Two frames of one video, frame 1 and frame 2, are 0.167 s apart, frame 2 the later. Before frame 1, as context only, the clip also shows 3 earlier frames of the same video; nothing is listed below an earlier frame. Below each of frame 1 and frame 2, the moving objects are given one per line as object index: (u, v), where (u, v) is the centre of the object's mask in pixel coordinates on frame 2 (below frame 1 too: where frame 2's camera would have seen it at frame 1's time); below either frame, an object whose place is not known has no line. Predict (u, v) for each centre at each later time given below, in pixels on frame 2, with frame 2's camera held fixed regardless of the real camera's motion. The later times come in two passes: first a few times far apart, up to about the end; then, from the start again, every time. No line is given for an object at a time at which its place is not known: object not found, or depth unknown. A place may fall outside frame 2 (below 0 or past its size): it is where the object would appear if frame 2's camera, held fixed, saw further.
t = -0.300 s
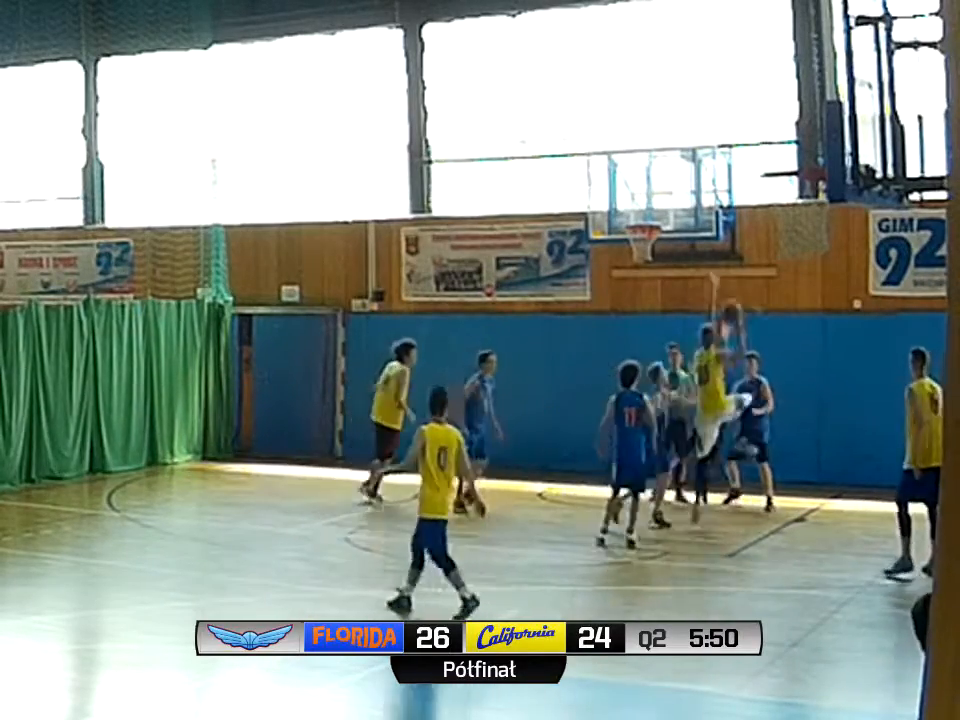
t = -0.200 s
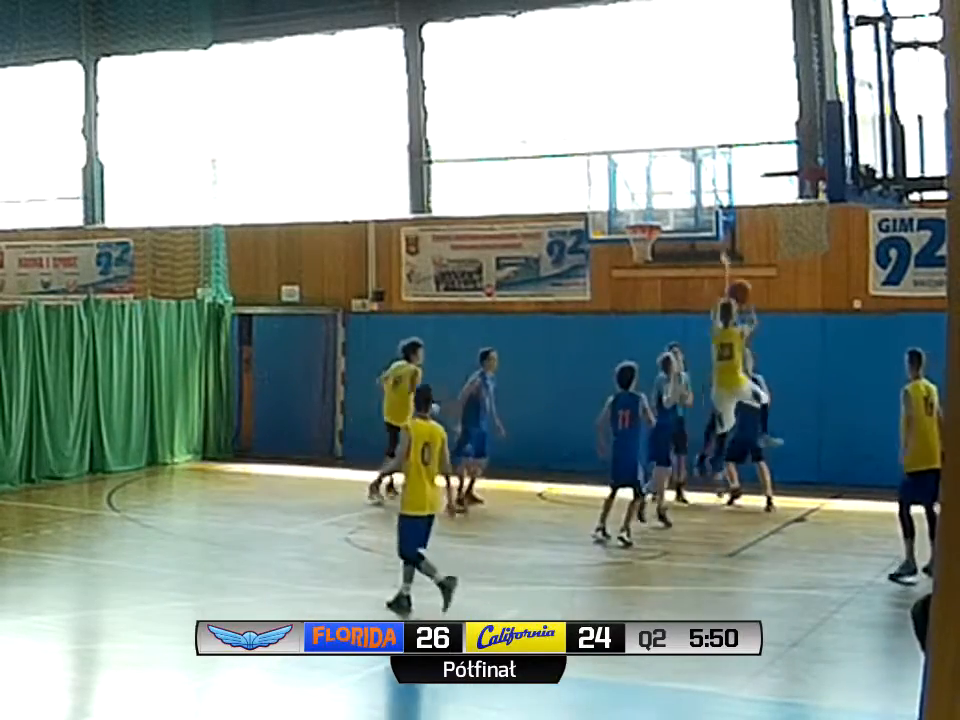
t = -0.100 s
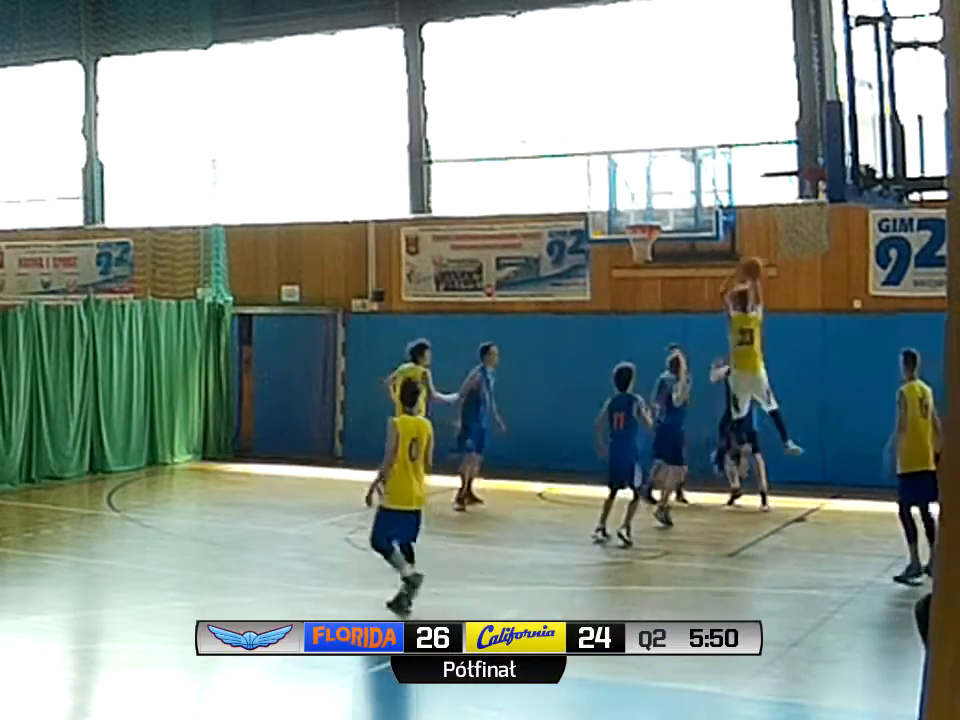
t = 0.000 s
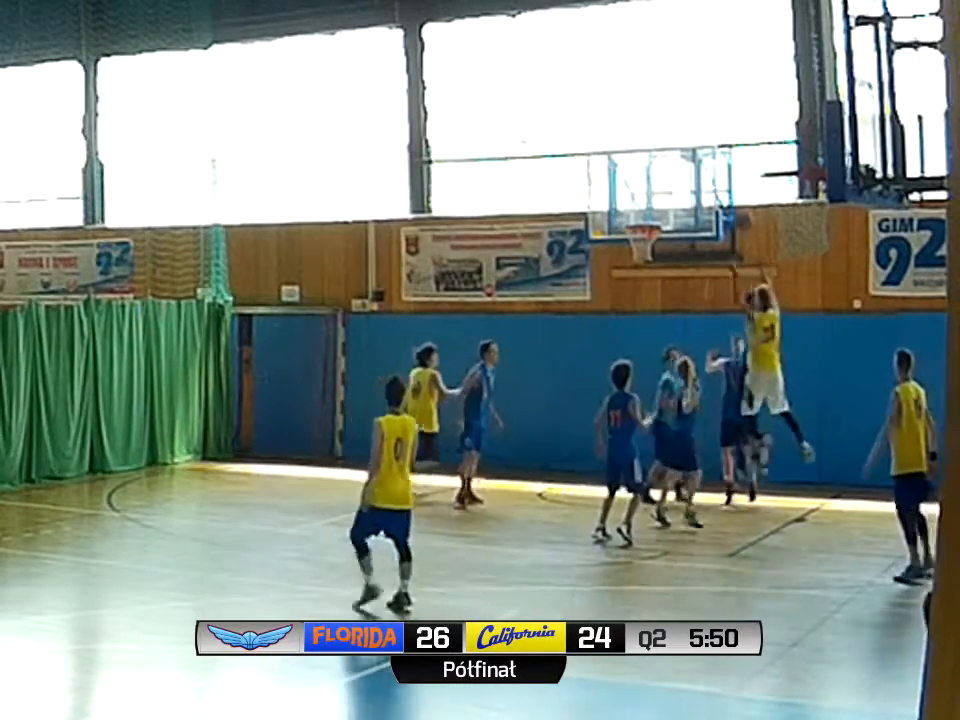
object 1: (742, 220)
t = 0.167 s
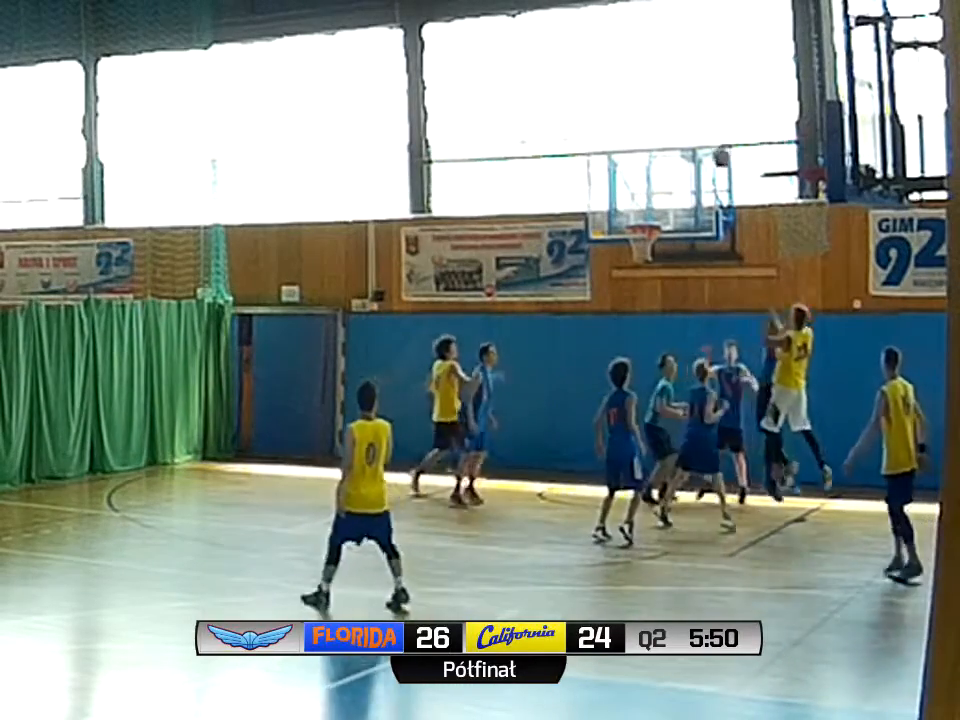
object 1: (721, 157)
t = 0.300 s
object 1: (703, 132)
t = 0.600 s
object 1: (670, 131)
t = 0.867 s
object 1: (646, 192)
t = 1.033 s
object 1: (634, 231)
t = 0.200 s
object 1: (717, 150)
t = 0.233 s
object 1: (712, 143)
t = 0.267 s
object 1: (708, 137)
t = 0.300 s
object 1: (703, 132)
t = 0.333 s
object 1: (699, 128)
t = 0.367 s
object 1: (695, 125)
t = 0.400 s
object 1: (692, 123)
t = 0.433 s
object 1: (688, 122)
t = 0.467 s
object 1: (684, 122)
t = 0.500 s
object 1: (682, 122)
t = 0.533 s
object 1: (678, 124)
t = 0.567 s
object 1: (674, 127)
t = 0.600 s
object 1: (670, 131)
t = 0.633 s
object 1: (667, 134)
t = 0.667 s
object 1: (663, 140)
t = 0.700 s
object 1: (661, 145)
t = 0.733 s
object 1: (656, 153)
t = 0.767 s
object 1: (654, 160)
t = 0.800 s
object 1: (651, 170)
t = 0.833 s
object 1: (648, 181)
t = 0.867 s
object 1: (646, 192)
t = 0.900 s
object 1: (642, 204)
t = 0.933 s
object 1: (639, 216)
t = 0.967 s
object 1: (636, 228)
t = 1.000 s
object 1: (636, 233)
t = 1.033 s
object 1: (634, 231)
